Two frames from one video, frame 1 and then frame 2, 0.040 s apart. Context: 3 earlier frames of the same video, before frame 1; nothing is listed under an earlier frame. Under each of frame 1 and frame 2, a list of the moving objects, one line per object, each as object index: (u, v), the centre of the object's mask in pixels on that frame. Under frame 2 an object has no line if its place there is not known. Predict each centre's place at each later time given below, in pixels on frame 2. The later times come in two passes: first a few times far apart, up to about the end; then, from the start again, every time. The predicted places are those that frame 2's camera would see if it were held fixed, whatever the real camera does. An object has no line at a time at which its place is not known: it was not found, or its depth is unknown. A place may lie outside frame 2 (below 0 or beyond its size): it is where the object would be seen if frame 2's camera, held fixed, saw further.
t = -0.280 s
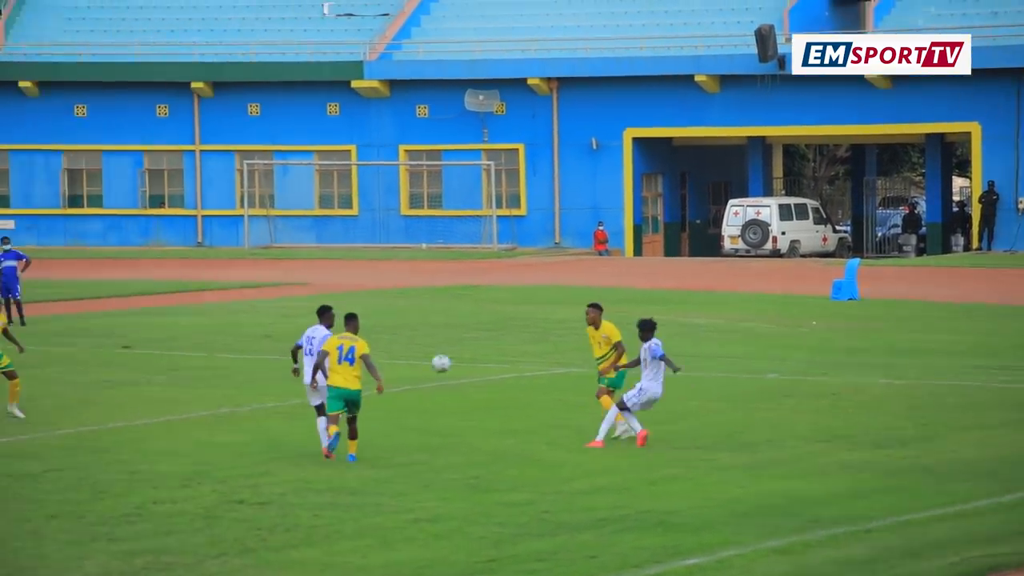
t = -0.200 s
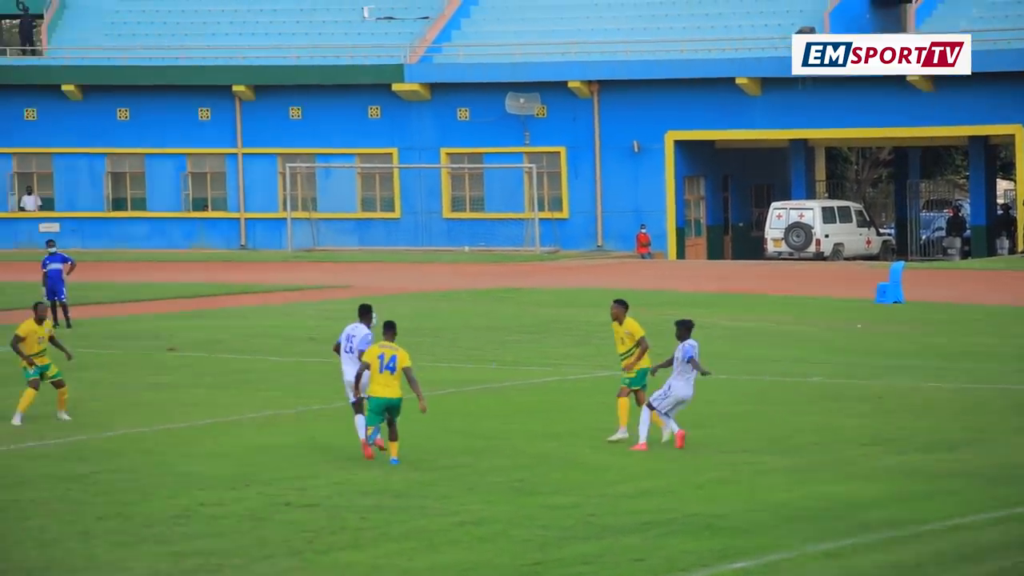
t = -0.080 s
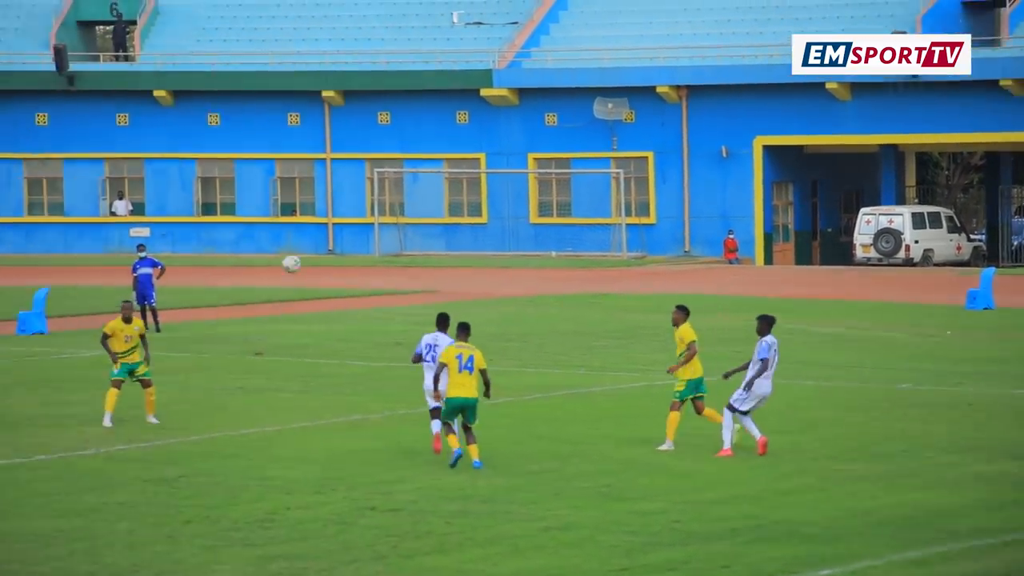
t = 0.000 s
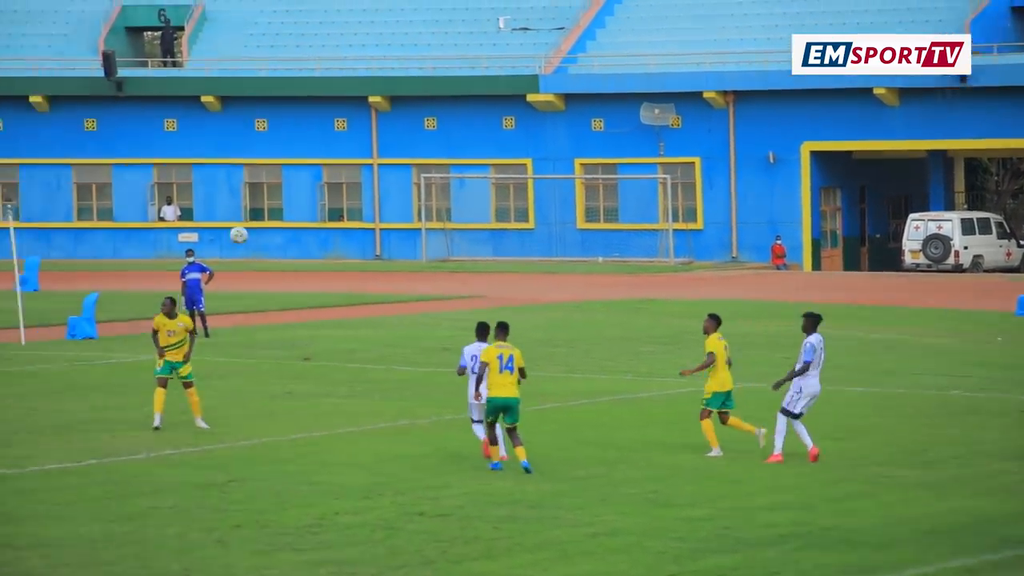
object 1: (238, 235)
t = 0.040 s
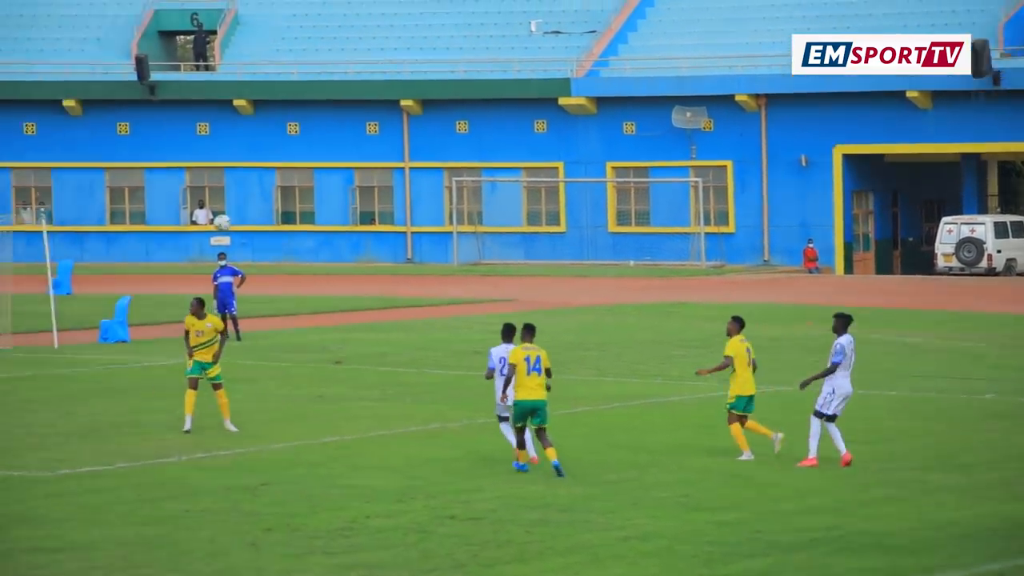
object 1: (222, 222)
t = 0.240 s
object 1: (-3, 159)
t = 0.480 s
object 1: (-252, 115)
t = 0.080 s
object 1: (175, 209)
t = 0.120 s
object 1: (129, 195)
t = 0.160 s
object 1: (84, 182)
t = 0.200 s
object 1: (40, 171)
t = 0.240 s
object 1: (-3, 159)
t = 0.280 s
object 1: (-47, 149)
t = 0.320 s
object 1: (-89, 140)
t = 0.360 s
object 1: (-131, 132)
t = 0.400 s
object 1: (-172, 125)
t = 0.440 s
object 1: (-212, 119)
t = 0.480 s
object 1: (-252, 115)
